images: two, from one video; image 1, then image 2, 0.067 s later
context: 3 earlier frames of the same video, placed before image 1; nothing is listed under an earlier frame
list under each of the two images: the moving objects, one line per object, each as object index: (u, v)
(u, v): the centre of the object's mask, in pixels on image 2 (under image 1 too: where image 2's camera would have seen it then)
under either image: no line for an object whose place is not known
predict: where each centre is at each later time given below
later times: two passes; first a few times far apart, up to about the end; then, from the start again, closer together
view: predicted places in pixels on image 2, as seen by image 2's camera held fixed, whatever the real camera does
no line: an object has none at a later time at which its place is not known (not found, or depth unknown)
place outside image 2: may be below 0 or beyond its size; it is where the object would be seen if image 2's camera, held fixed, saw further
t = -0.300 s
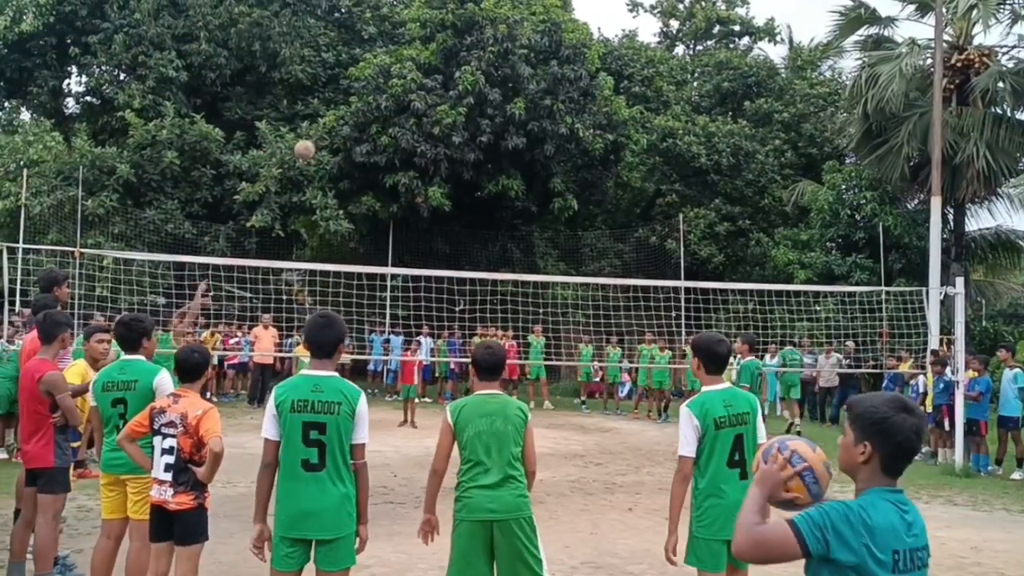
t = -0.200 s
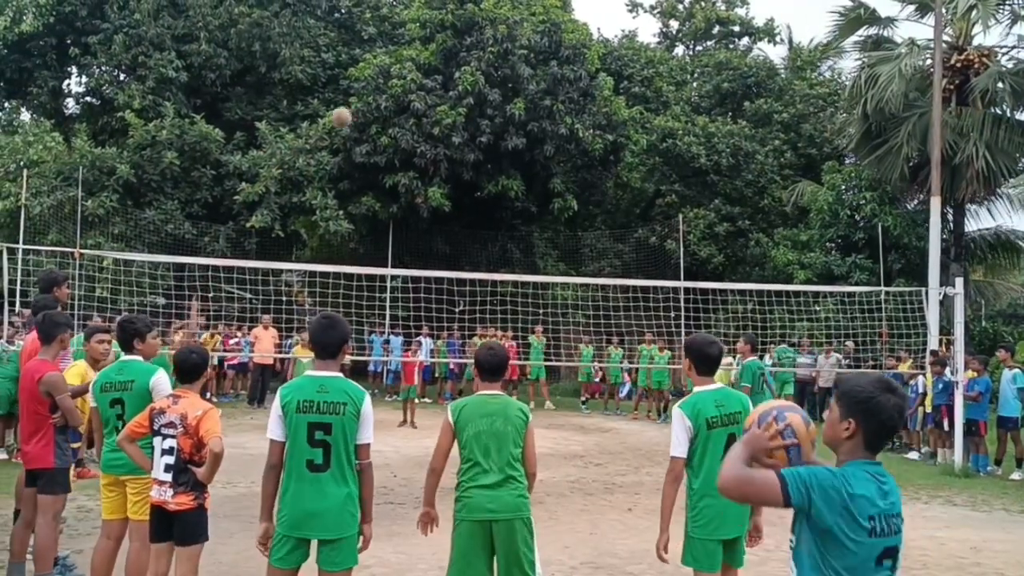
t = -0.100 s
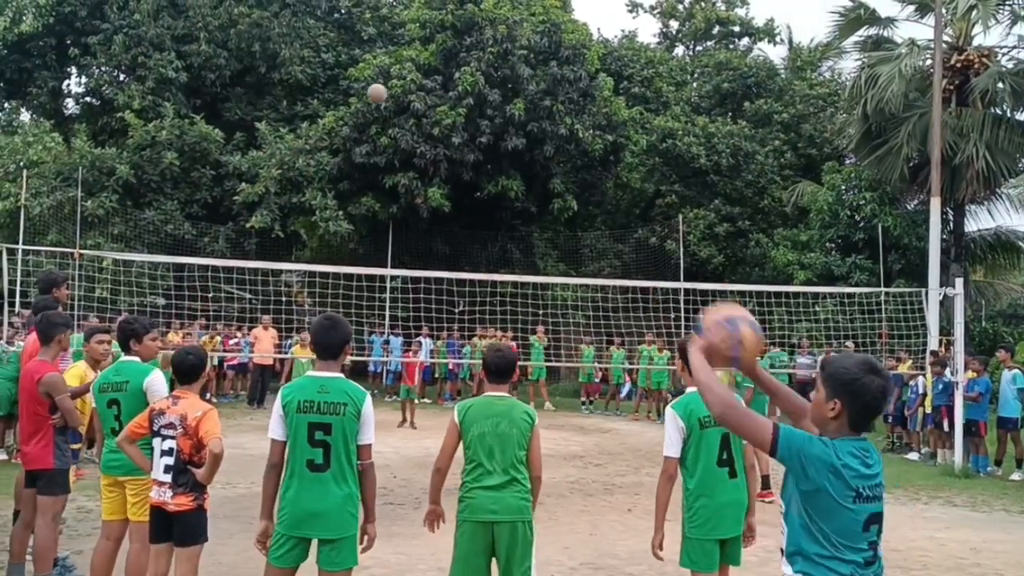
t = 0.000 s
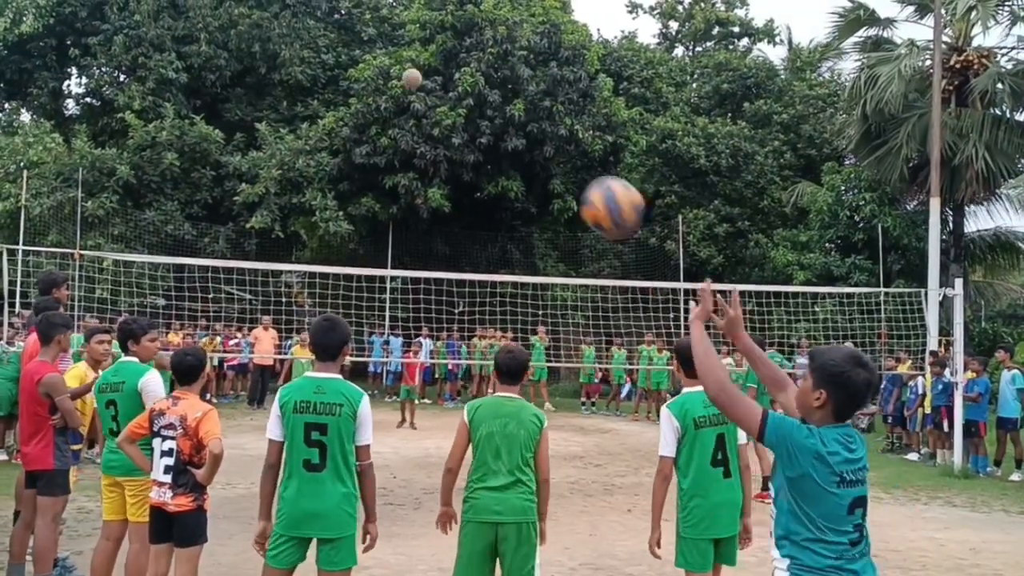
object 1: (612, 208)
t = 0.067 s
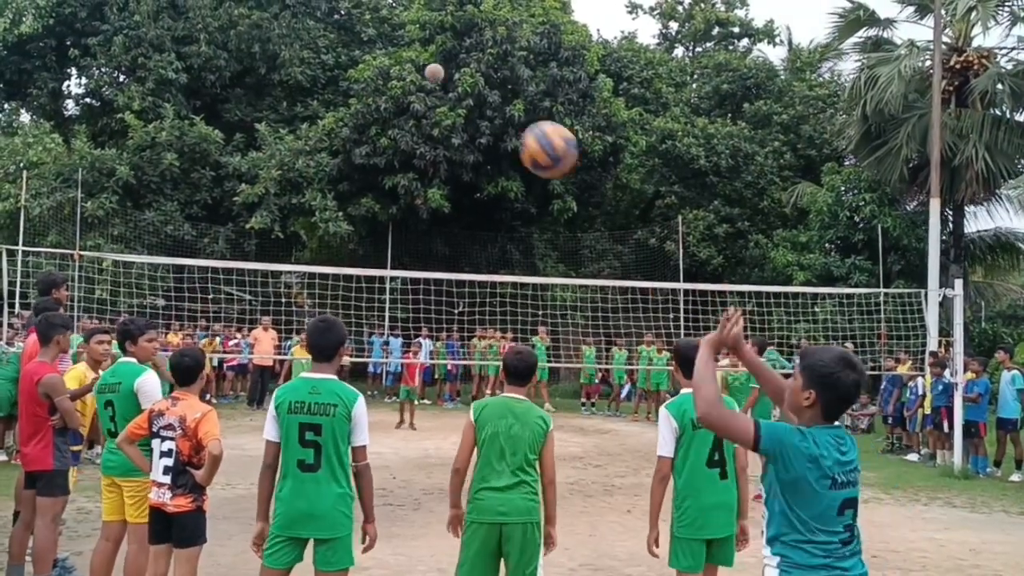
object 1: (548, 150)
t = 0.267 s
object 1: (402, 69)
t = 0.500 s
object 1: (287, 91)
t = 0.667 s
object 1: (226, 154)
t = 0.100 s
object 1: (520, 127)
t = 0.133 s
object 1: (494, 109)
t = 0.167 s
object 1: (468, 93)
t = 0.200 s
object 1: (445, 82)
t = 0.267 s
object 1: (402, 69)
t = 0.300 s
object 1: (383, 67)
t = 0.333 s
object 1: (365, 66)
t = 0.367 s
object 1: (347, 67)
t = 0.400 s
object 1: (331, 71)
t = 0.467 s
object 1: (301, 83)
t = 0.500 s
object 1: (287, 91)
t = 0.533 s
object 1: (274, 102)
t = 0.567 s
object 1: (261, 112)
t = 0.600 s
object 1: (249, 126)
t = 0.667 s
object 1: (226, 154)
